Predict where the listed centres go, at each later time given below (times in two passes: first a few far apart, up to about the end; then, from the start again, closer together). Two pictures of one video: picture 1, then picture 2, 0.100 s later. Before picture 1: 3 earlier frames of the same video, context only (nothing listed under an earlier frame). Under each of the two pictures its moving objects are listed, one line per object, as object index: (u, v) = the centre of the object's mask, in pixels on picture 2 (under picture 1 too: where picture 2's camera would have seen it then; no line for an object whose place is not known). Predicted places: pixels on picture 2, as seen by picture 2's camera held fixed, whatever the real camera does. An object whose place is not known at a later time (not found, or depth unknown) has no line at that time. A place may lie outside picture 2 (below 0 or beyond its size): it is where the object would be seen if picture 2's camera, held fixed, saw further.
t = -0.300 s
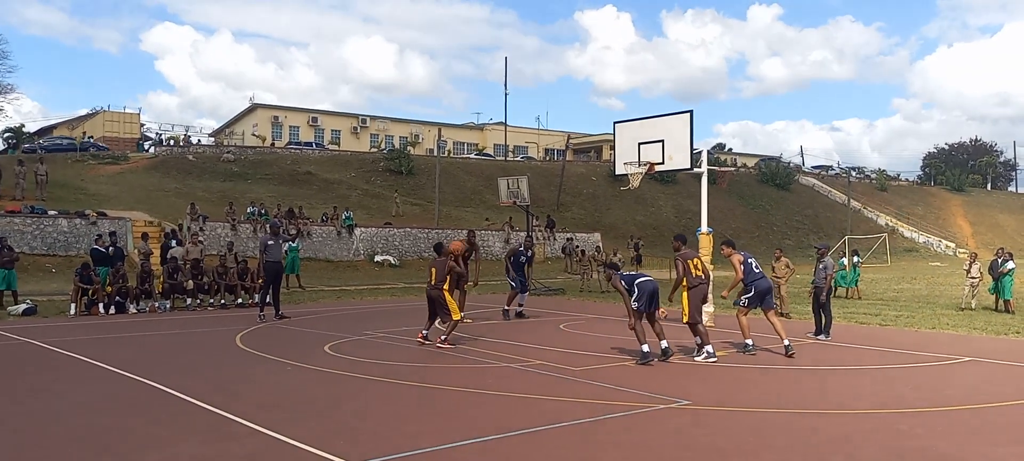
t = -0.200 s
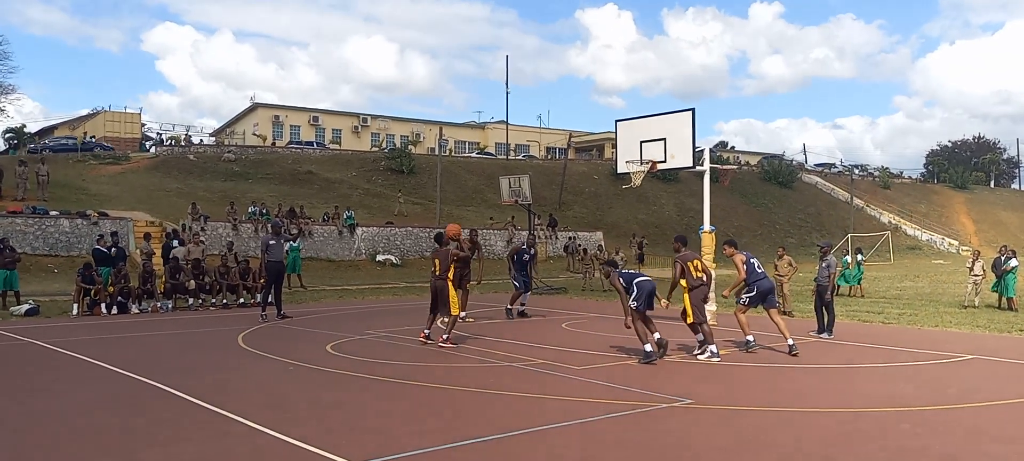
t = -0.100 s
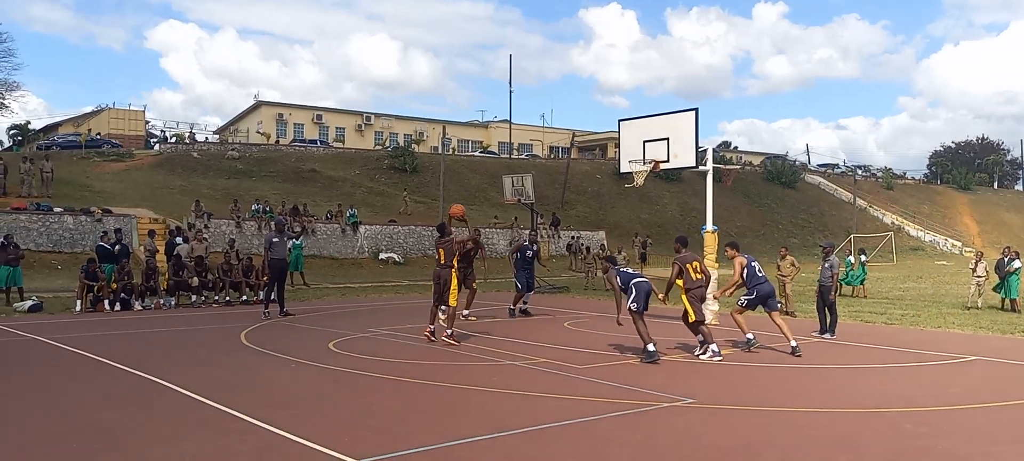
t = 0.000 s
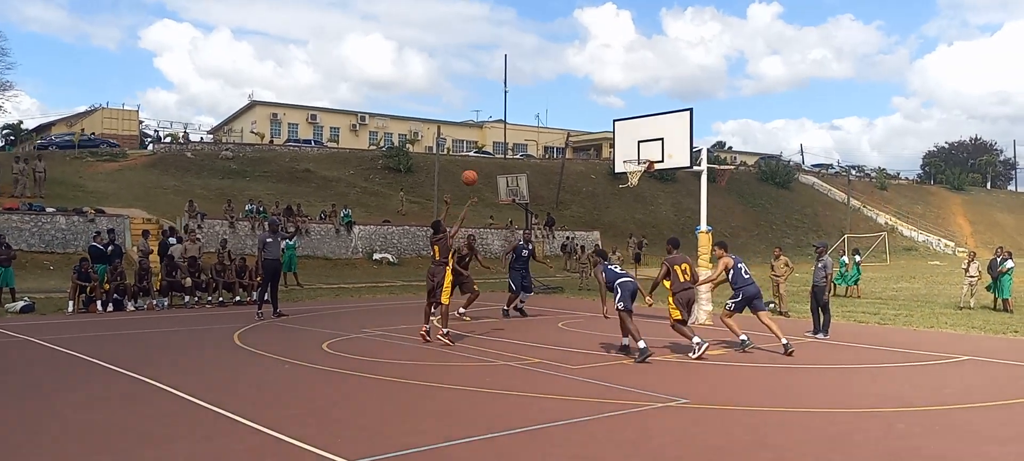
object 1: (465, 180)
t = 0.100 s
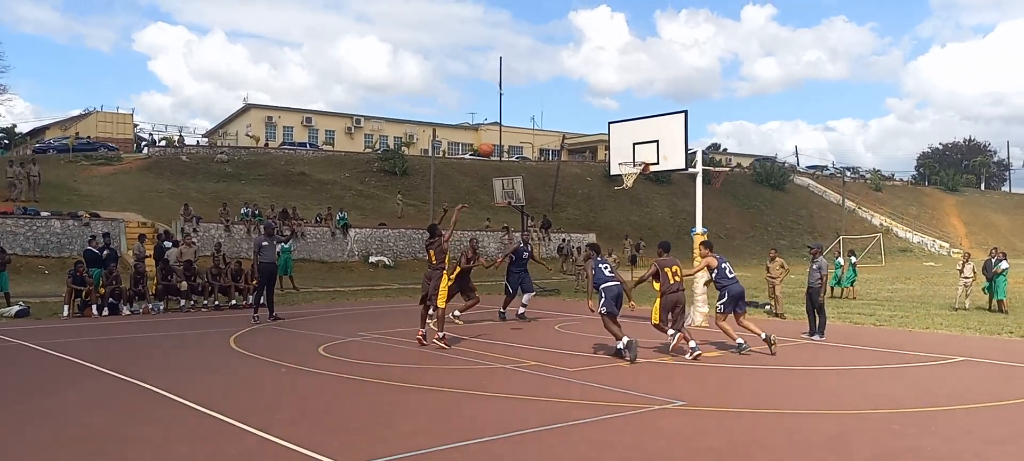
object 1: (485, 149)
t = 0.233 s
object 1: (512, 119)
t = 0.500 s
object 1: (558, 95)
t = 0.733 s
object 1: (594, 107)
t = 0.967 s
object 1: (625, 149)
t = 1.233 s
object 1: (640, 177)
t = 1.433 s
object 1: (641, 198)
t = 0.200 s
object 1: (506, 126)
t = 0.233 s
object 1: (512, 119)
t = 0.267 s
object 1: (518, 114)
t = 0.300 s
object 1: (524, 109)
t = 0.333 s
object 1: (530, 105)
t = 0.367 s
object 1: (536, 101)
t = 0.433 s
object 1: (547, 97)
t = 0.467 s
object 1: (553, 95)
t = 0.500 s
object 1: (558, 95)
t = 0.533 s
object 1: (564, 95)
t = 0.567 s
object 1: (569, 95)
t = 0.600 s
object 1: (574, 96)
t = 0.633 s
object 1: (579, 98)
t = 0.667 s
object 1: (585, 100)
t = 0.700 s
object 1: (589, 104)
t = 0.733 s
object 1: (594, 107)
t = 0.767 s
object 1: (599, 111)
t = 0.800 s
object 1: (603, 116)
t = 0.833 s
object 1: (608, 122)
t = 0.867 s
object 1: (612, 128)
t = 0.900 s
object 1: (617, 134)
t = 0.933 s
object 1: (621, 141)
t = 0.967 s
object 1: (625, 149)
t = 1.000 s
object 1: (630, 156)
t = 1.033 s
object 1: (634, 165)
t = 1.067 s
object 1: (637, 170)
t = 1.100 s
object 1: (640, 173)
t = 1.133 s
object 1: (639, 173)
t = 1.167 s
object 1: (639, 174)
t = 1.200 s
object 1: (640, 174)
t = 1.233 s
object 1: (640, 177)
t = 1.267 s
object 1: (640, 178)
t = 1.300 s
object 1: (641, 181)
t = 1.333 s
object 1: (641, 184)
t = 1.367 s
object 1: (641, 188)
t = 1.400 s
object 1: (641, 193)
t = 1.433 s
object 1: (641, 198)
